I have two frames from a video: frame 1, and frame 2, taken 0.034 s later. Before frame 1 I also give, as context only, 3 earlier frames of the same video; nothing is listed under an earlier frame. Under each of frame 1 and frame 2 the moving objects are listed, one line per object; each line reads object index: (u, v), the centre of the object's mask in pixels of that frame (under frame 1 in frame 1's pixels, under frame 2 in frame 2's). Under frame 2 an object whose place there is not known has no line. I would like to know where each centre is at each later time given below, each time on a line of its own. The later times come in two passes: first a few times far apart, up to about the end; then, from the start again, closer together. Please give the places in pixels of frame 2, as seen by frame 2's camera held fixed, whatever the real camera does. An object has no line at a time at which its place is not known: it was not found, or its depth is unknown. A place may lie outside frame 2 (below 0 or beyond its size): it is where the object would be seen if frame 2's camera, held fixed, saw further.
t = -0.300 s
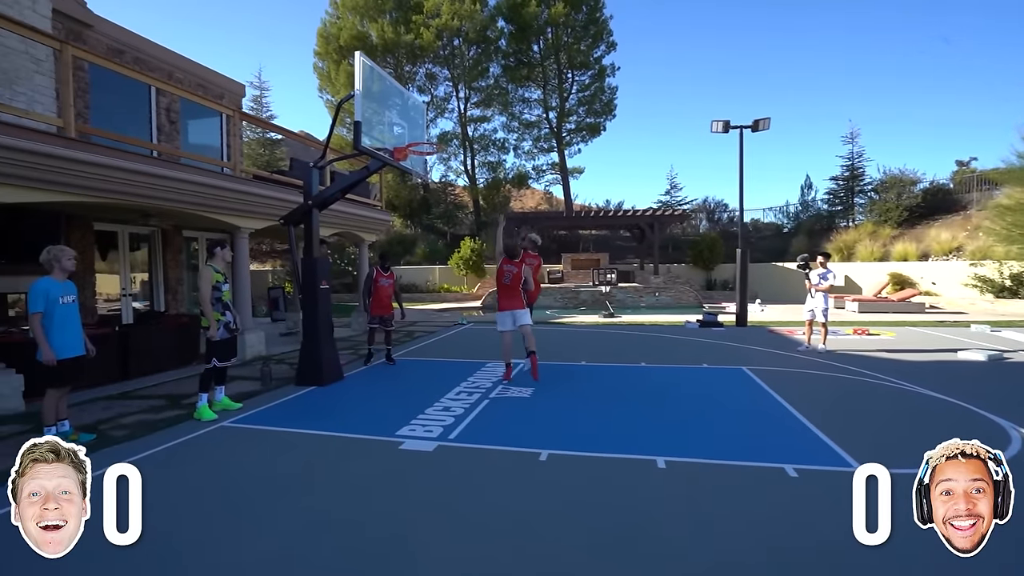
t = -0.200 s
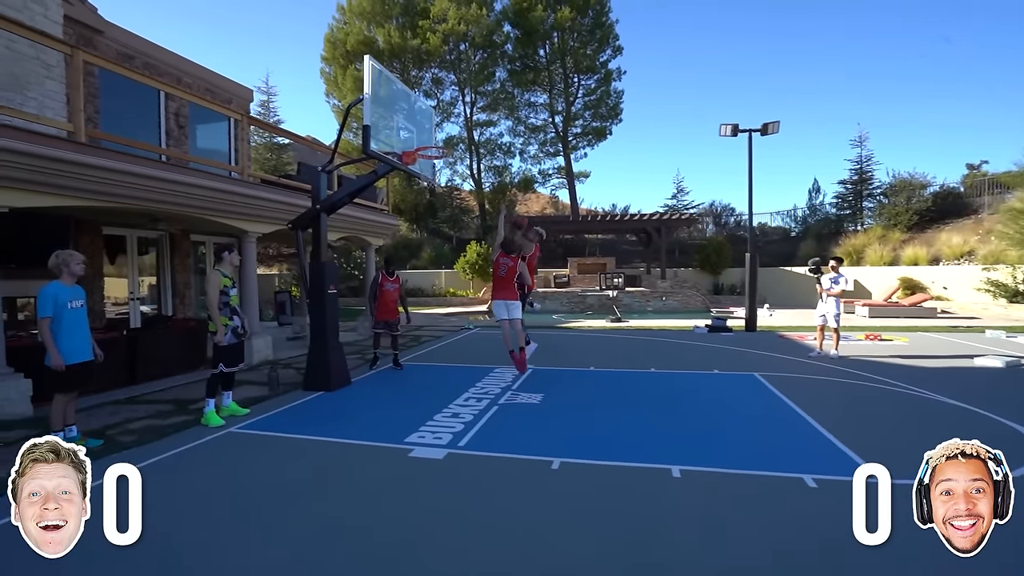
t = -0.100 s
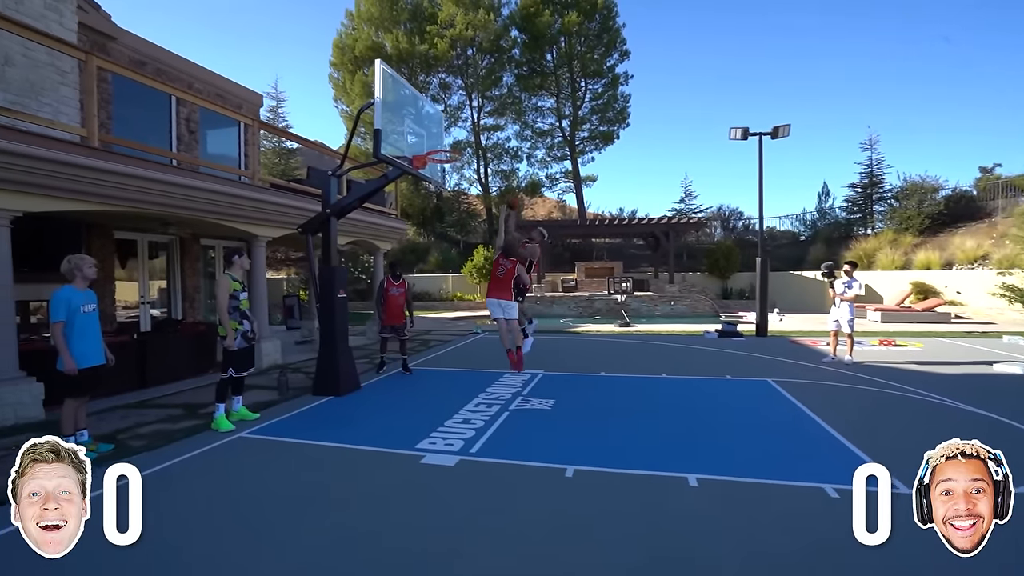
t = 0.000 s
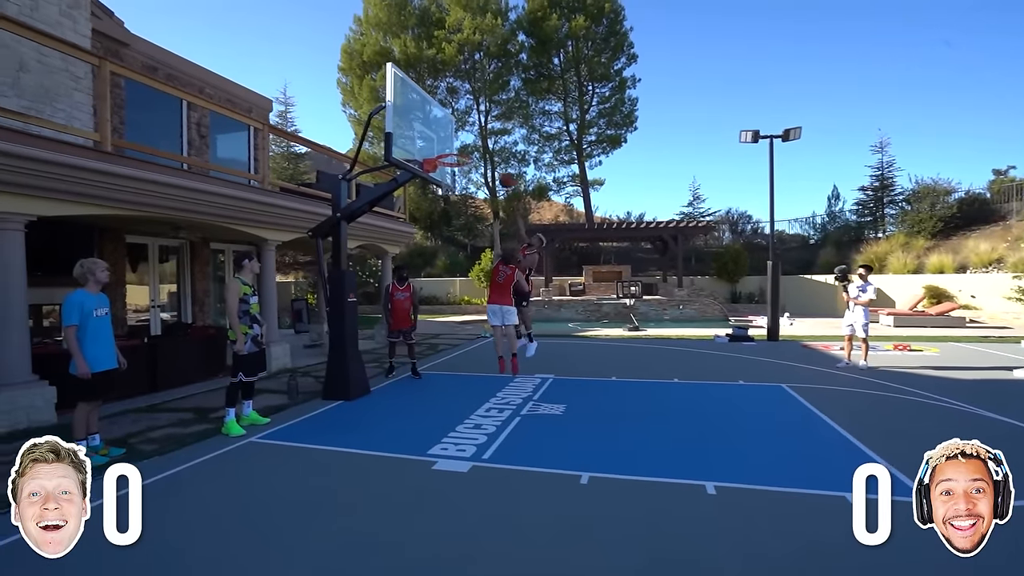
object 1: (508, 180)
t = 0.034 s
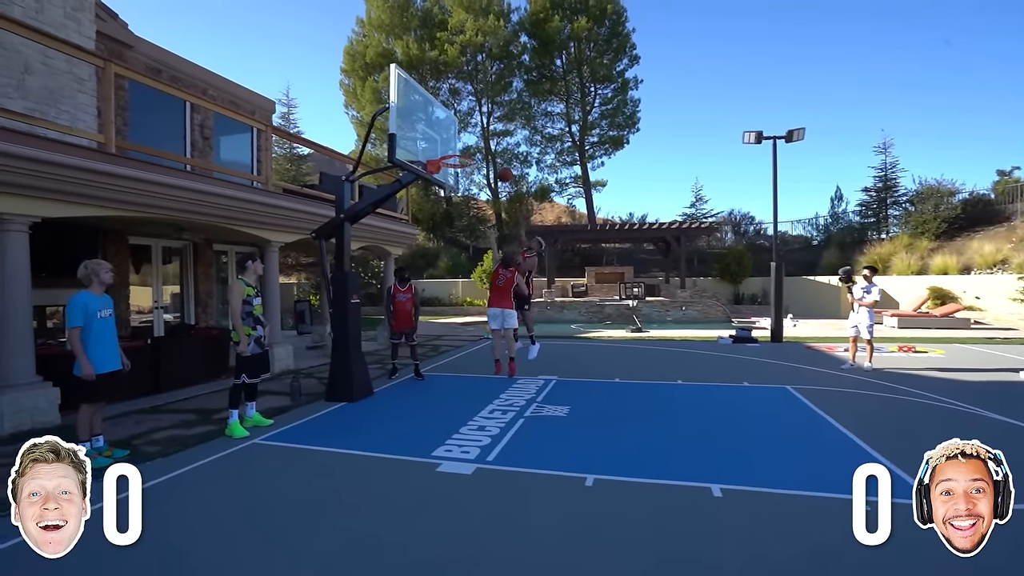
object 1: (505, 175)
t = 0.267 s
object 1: (467, 142)
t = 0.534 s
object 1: (478, 145)
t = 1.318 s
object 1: (522, 216)
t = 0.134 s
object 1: (489, 156)
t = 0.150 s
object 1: (487, 154)
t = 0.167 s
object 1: (484, 152)
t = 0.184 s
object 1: (481, 150)
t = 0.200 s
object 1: (479, 148)
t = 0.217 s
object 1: (476, 146)
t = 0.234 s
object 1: (473, 145)
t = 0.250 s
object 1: (470, 144)
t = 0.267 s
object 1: (467, 142)
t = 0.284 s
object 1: (464, 141)
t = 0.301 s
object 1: (462, 141)
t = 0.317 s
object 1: (461, 140)
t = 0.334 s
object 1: (462, 139)
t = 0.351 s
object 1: (463, 138)
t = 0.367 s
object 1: (464, 138)
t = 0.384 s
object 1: (466, 138)
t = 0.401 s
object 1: (467, 138)
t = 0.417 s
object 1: (468, 138)
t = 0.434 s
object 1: (469, 138)
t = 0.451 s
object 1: (471, 139)
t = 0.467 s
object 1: (472, 140)
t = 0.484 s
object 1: (473, 141)
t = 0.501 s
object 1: (474, 142)
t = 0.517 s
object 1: (476, 143)
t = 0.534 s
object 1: (478, 145)
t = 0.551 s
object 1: (480, 147)
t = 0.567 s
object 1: (481, 149)
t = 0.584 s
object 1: (483, 150)
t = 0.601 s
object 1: (484, 151)
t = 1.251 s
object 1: (511, 195)
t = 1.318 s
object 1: (522, 216)
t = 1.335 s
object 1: (523, 221)
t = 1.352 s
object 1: (524, 228)
